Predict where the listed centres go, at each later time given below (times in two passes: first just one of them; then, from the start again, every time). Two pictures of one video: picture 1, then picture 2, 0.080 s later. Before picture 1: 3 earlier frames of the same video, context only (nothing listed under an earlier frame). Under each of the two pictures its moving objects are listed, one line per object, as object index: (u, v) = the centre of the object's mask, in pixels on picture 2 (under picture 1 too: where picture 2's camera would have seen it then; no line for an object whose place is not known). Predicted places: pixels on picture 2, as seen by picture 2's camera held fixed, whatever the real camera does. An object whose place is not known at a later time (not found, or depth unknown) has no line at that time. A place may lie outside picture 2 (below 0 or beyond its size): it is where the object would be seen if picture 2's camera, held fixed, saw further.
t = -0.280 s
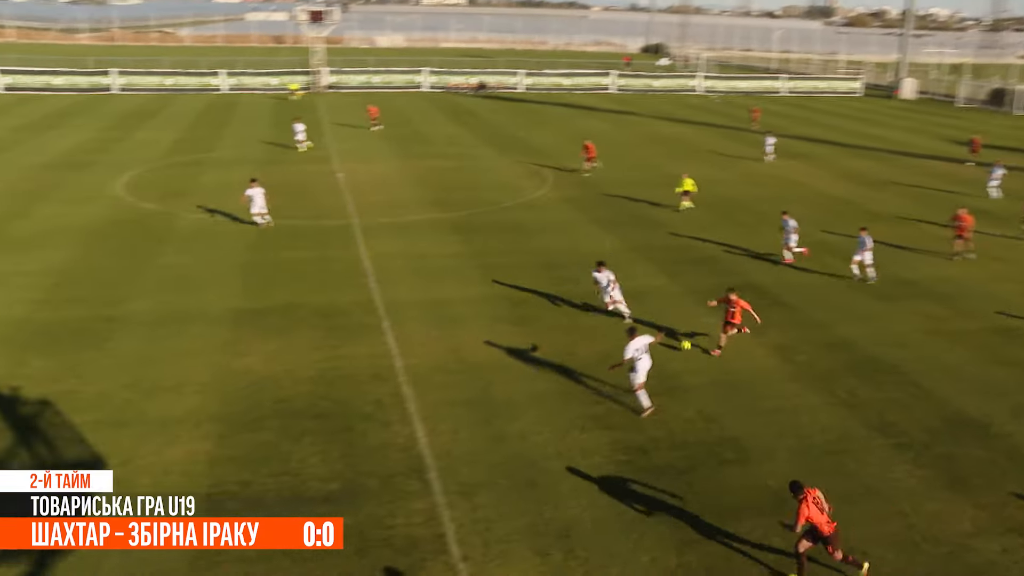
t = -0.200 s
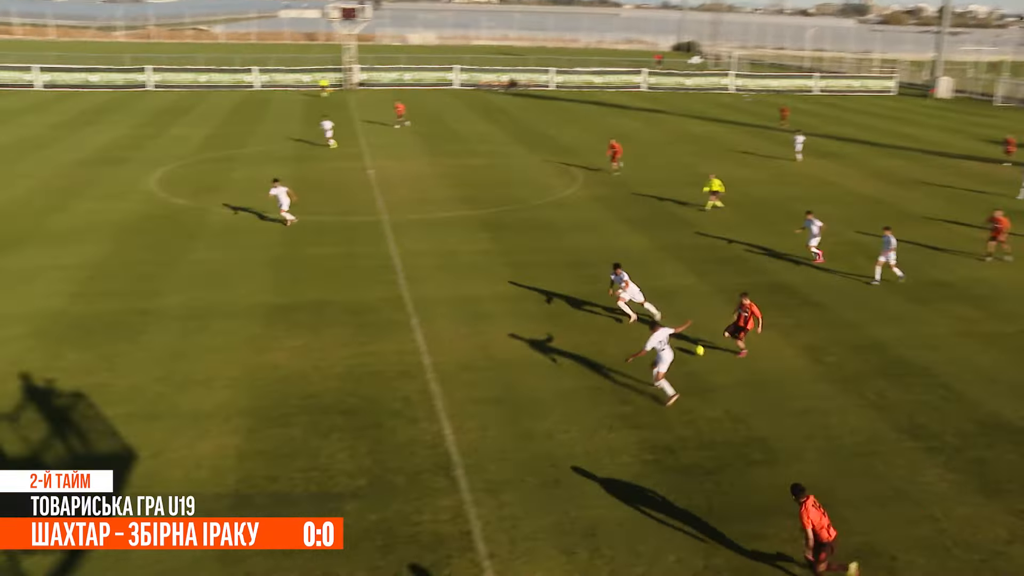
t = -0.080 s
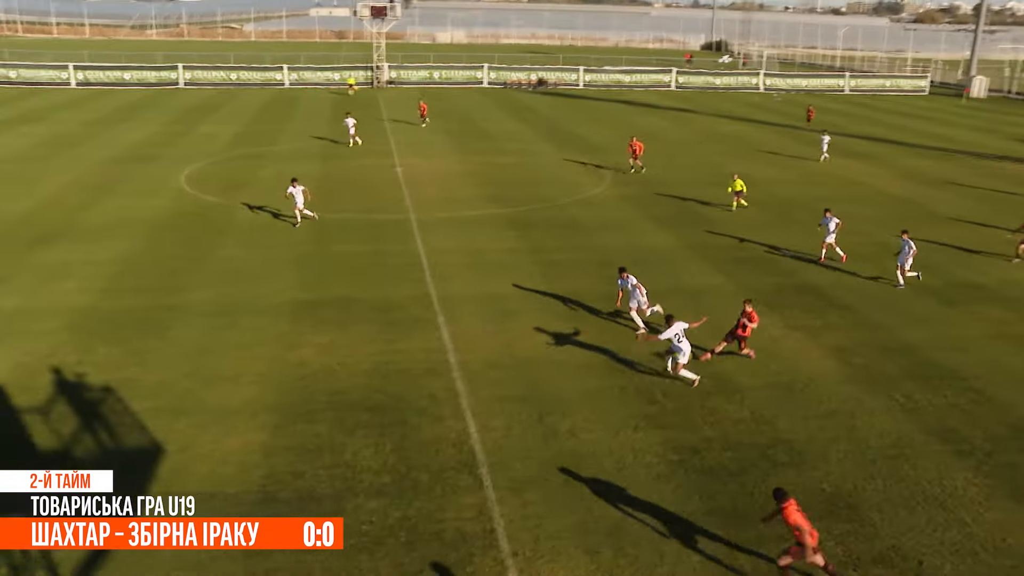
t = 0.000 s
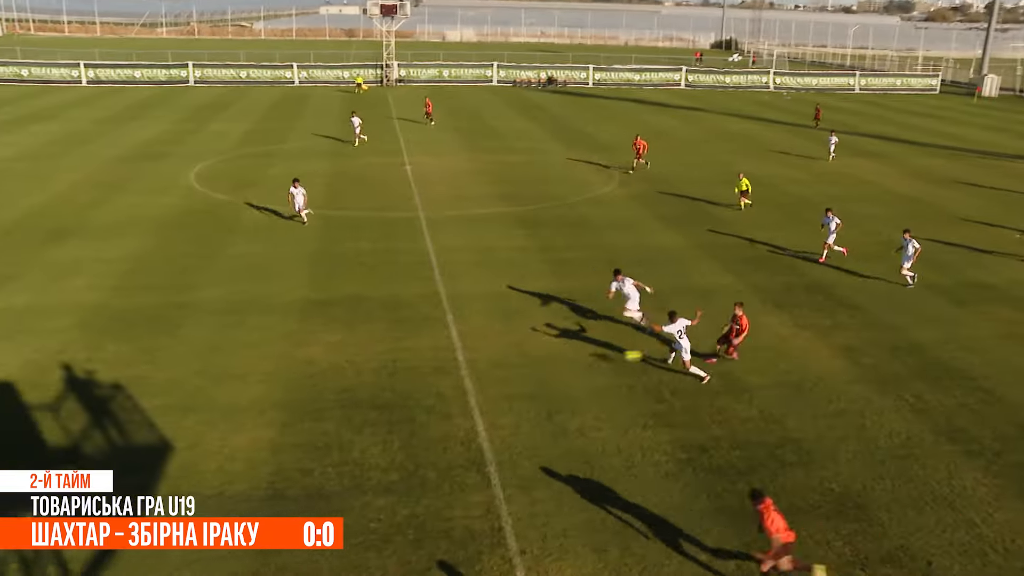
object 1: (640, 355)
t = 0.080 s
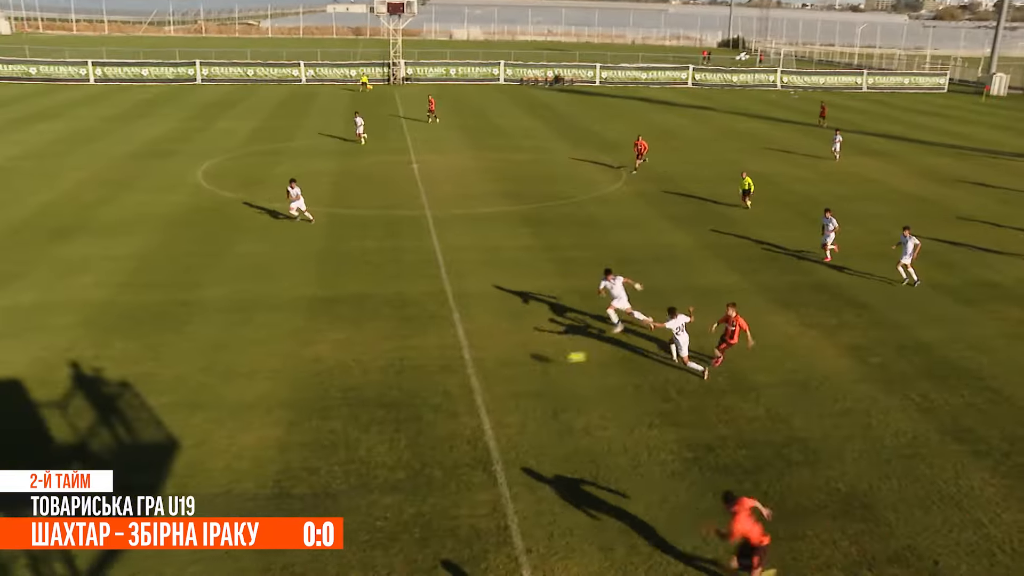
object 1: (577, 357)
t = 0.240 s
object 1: (450, 366)
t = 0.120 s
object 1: (545, 359)
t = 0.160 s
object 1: (513, 361)
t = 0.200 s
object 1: (482, 363)
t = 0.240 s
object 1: (450, 366)
